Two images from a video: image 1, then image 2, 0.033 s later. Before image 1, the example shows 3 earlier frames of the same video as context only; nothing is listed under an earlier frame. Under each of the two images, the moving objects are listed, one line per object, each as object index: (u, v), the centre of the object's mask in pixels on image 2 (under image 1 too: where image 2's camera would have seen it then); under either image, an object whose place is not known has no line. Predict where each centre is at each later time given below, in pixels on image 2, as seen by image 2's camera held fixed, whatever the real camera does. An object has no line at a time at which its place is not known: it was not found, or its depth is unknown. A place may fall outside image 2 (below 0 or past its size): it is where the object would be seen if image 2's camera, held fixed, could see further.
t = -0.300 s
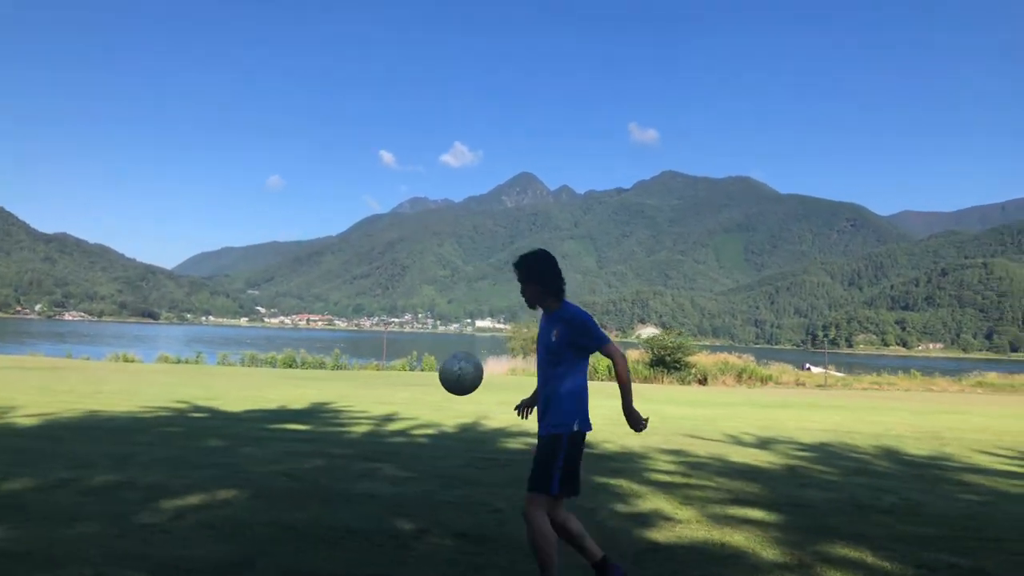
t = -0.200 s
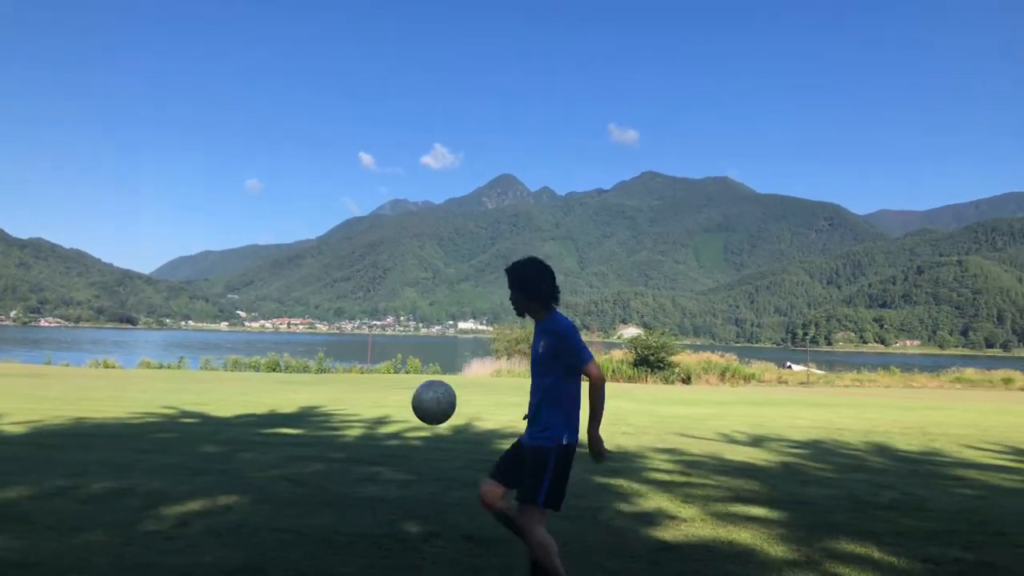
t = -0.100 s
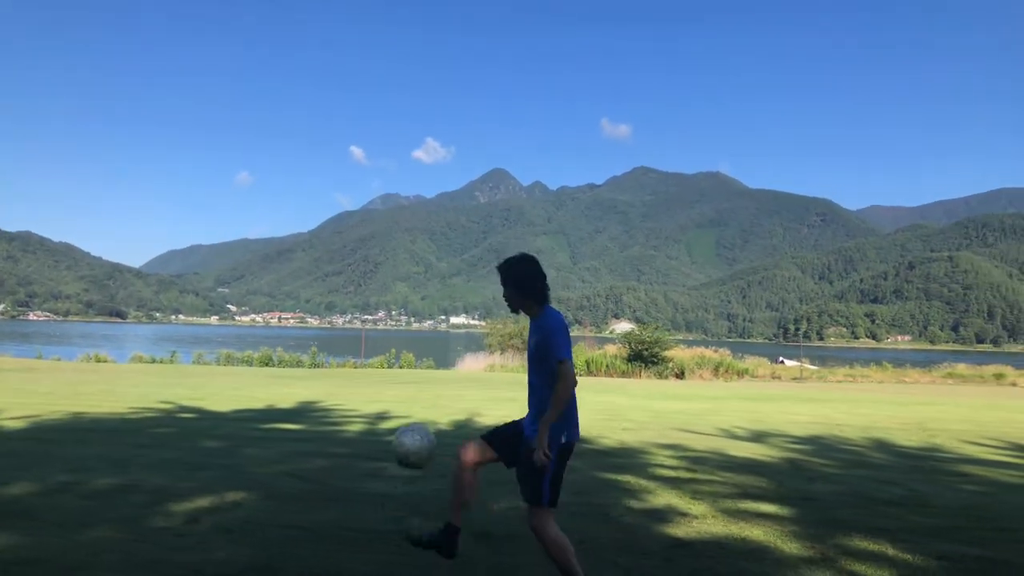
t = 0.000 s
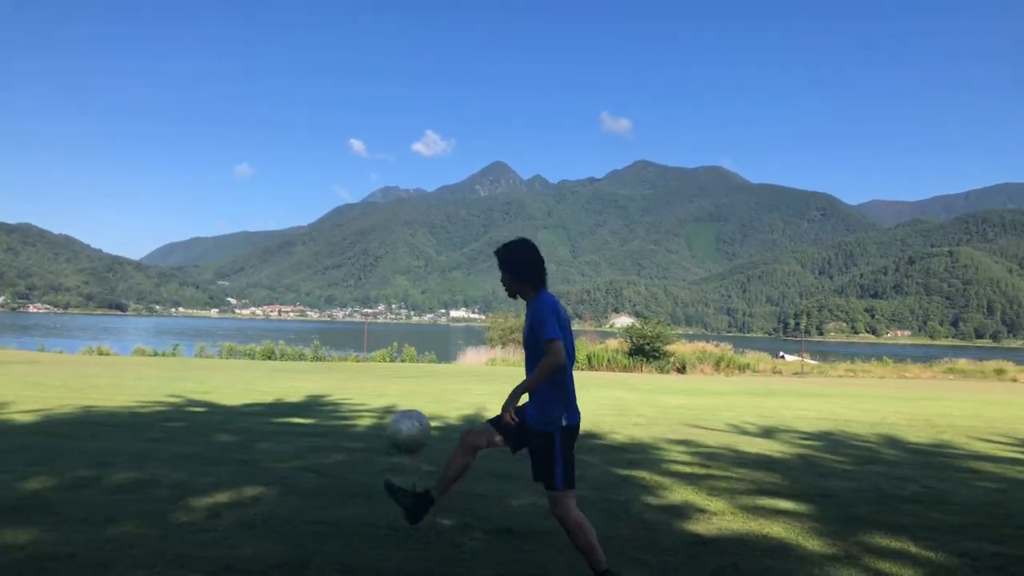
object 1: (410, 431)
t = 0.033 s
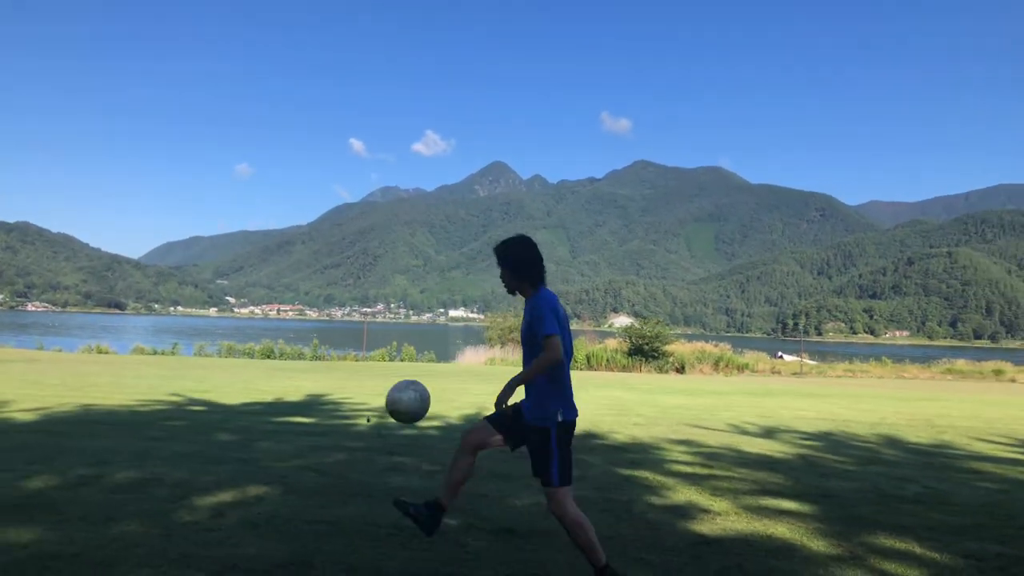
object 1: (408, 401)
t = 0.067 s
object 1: (404, 374)
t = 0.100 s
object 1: (404, 349)
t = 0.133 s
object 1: (402, 326)
